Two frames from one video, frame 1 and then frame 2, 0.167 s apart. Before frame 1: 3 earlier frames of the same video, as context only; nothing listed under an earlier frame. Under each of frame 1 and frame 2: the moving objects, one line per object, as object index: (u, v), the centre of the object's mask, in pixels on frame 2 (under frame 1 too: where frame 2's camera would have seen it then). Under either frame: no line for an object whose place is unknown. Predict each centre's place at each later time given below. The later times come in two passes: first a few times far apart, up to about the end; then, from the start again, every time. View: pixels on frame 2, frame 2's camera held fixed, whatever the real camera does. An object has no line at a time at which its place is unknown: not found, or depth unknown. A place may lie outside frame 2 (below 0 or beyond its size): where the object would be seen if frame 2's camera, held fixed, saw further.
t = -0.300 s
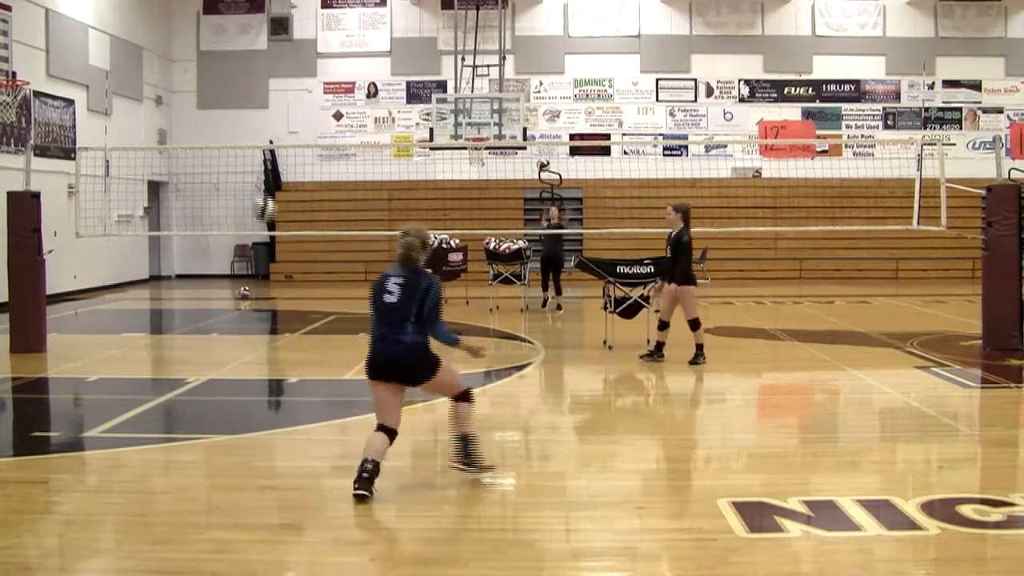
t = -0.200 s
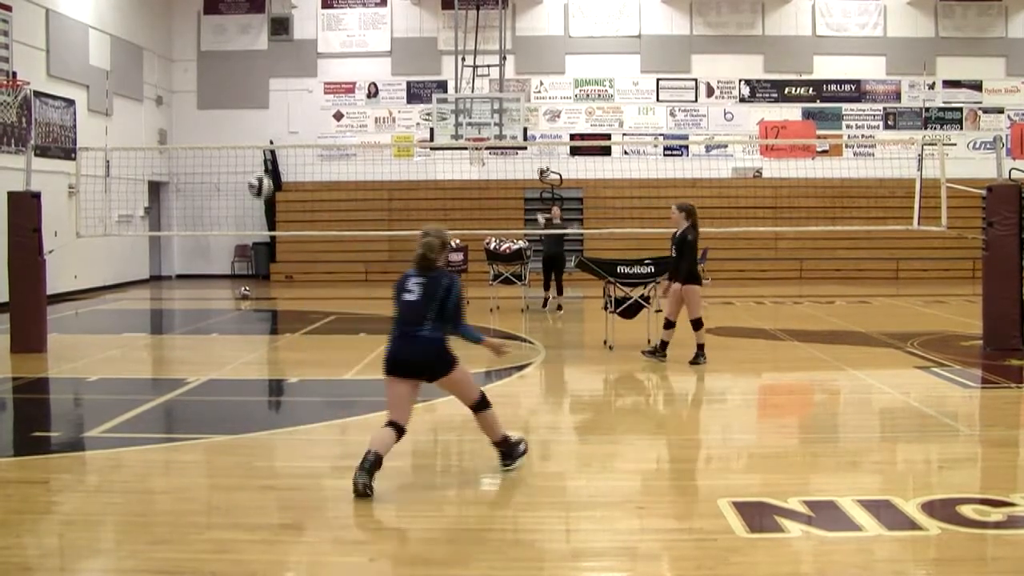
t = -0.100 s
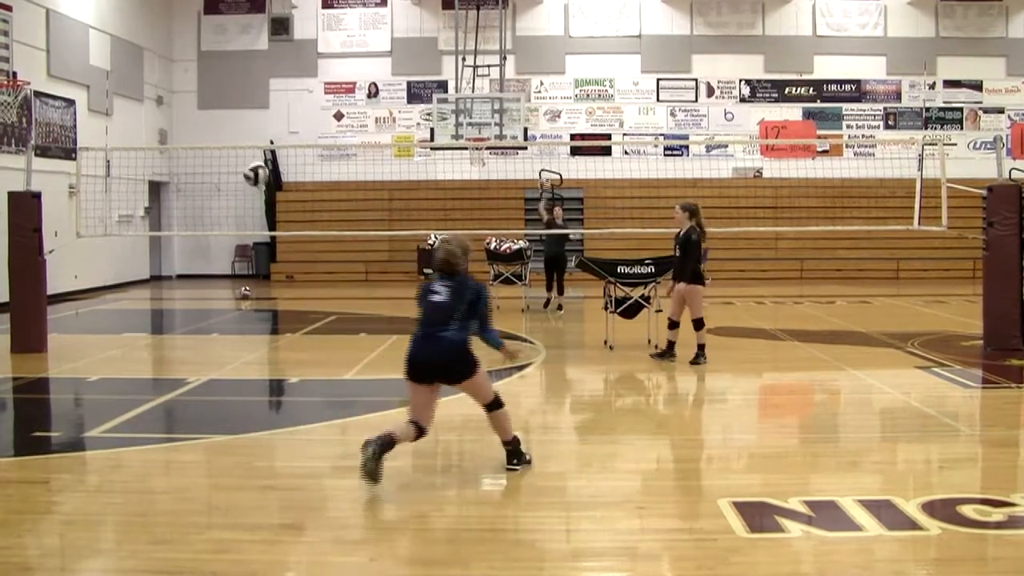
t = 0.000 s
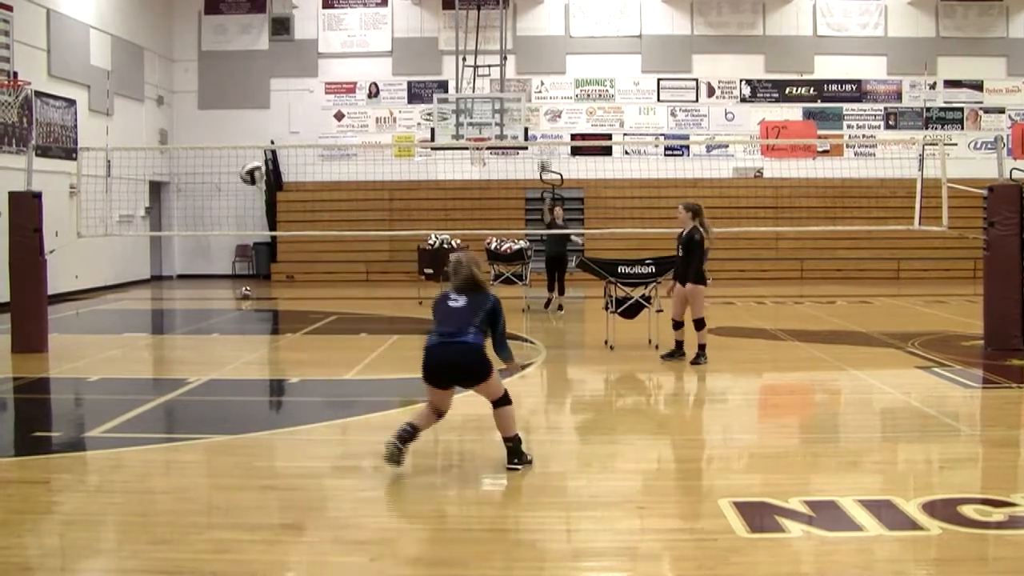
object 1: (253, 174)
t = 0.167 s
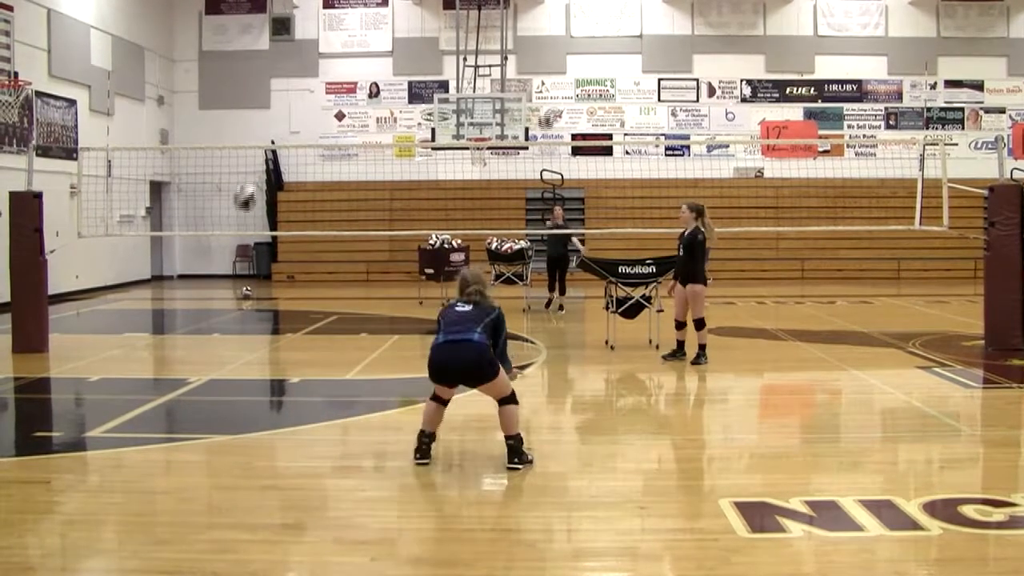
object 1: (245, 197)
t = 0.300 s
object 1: (239, 240)
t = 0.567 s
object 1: (231, 387)
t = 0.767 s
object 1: (220, 315)
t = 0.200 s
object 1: (243, 206)
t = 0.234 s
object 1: (242, 216)
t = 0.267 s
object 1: (241, 227)
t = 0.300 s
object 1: (239, 240)
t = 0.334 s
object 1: (239, 254)
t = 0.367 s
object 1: (238, 267)
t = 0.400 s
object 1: (237, 282)
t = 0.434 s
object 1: (235, 301)
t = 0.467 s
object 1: (234, 321)
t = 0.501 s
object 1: (233, 338)
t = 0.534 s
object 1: (232, 364)
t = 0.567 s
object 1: (231, 387)
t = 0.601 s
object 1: (228, 374)
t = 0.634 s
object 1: (227, 359)
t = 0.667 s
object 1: (225, 346)
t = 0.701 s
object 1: (223, 334)
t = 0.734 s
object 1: (222, 323)
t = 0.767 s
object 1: (220, 315)
